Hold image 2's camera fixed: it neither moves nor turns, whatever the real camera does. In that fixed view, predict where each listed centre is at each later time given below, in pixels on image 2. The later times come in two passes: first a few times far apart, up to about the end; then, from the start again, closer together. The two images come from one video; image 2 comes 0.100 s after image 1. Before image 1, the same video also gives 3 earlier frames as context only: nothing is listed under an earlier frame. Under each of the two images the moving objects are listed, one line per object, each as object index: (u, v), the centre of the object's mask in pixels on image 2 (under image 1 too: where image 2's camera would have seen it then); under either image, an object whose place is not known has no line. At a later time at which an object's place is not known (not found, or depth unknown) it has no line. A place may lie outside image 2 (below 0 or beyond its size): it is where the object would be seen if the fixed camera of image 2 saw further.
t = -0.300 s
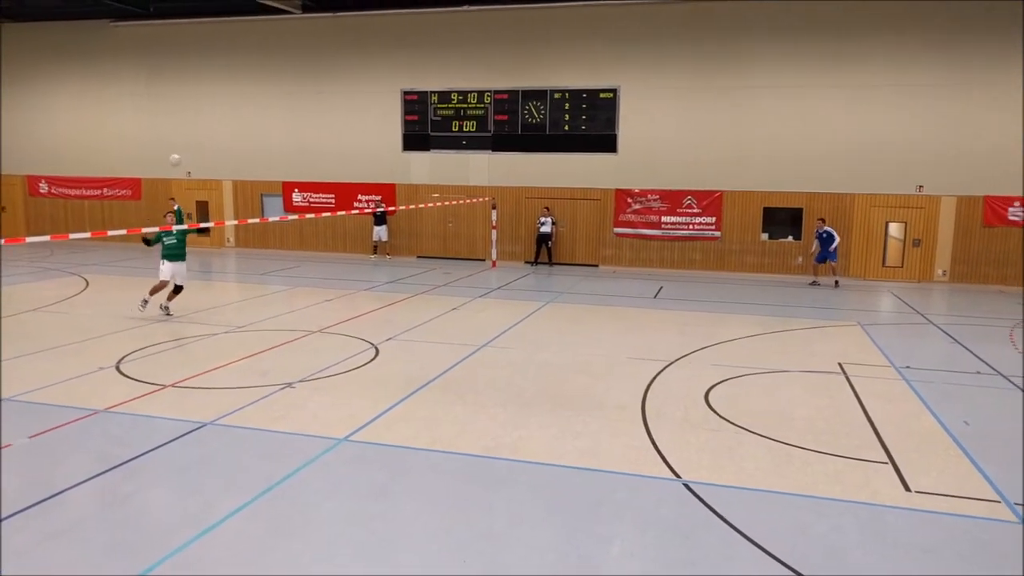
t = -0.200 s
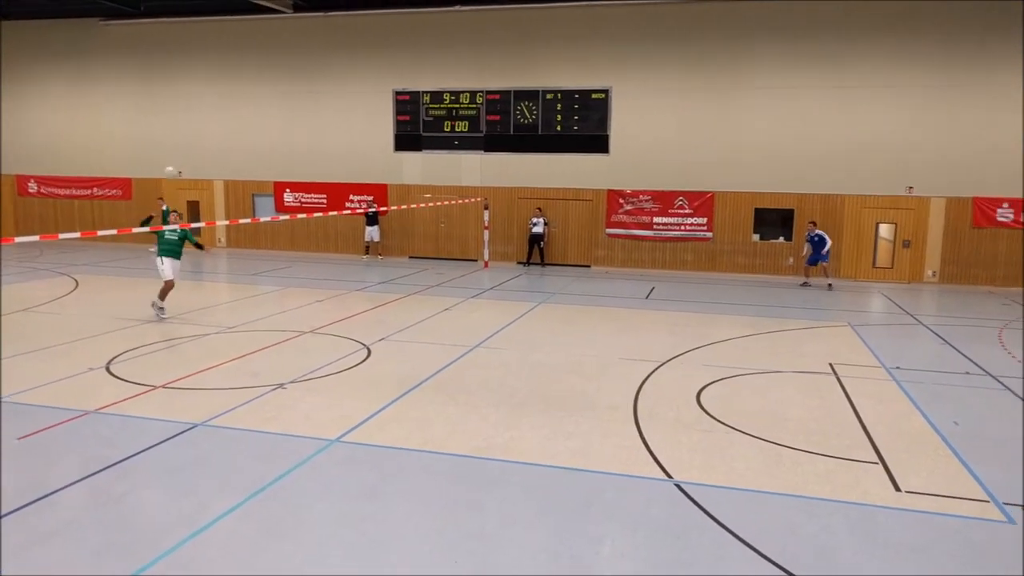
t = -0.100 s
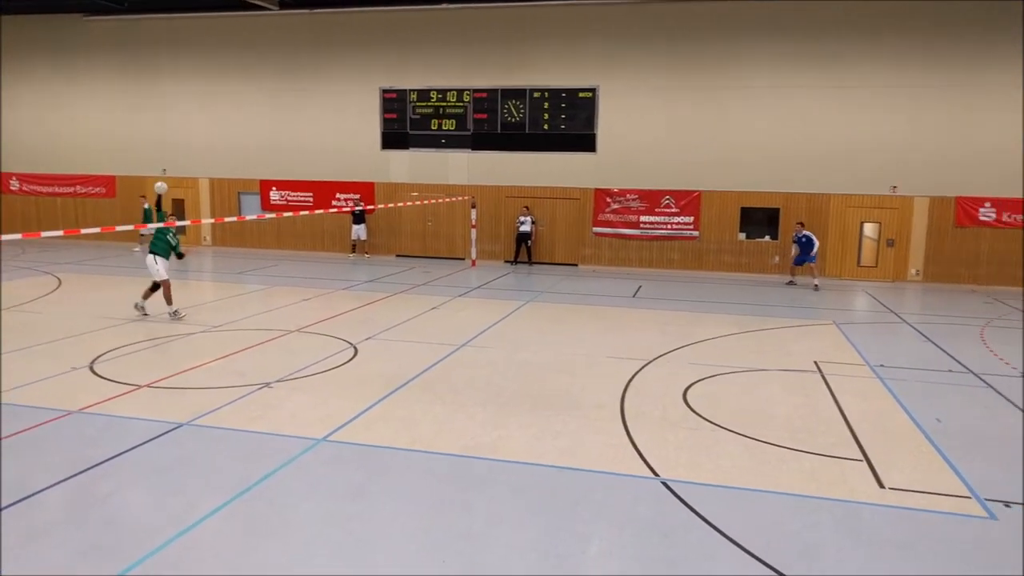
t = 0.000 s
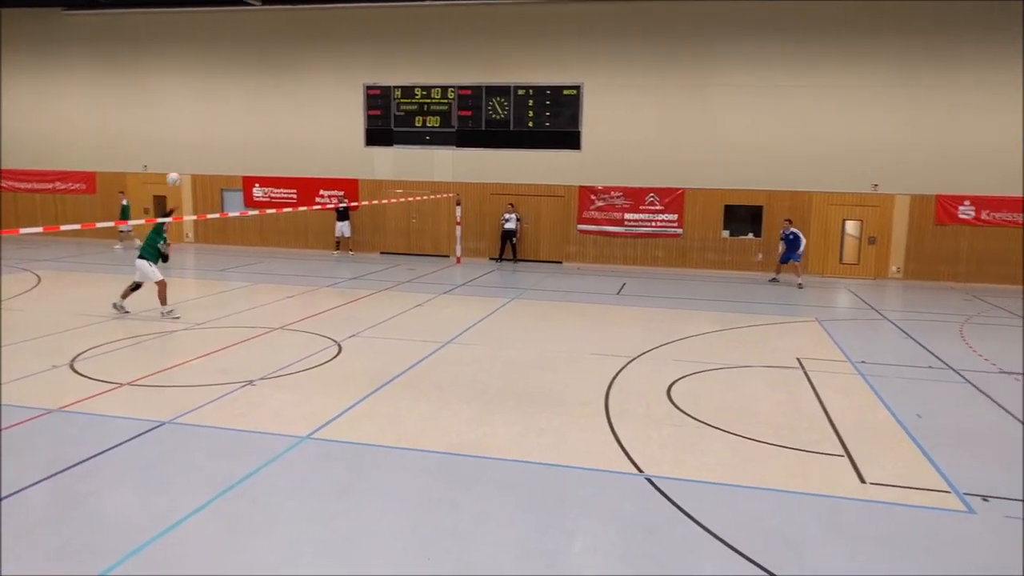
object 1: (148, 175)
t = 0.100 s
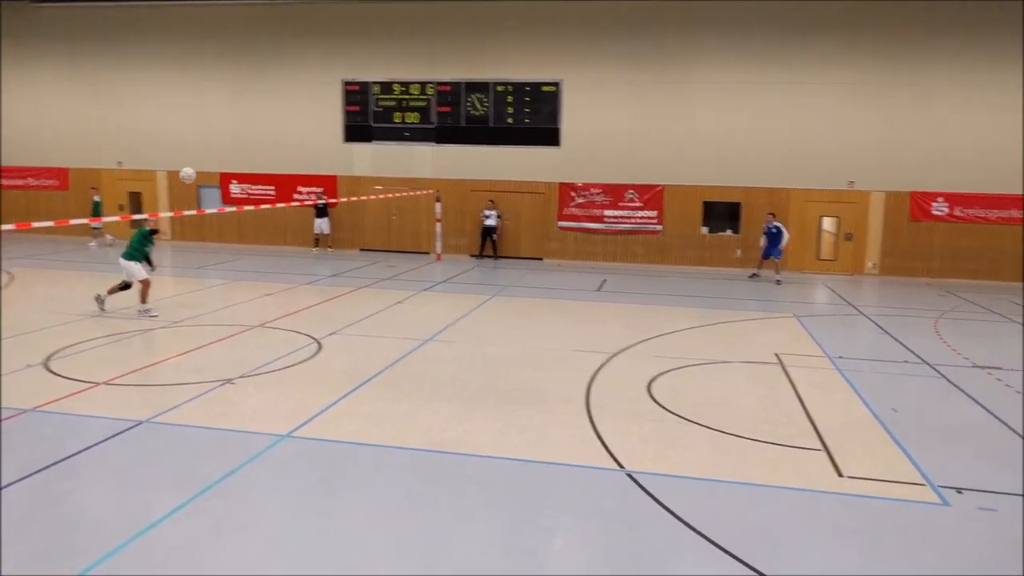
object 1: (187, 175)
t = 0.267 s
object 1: (278, 194)
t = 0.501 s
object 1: (490, 291)
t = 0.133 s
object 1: (203, 177)
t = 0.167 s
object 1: (220, 179)
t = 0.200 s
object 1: (237, 183)
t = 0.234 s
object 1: (256, 188)
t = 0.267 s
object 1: (278, 194)
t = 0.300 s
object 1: (300, 202)
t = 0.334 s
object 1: (325, 213)
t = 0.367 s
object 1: (352, 224)
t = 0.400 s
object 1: (381, 237)
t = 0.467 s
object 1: (451, 269)
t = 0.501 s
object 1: (490, 291)
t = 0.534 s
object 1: (532, 316)
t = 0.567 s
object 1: (580, 346)
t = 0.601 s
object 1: (634, 381)
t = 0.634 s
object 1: (695, 424)
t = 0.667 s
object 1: (768, 475)
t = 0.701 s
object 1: (850, 541)
